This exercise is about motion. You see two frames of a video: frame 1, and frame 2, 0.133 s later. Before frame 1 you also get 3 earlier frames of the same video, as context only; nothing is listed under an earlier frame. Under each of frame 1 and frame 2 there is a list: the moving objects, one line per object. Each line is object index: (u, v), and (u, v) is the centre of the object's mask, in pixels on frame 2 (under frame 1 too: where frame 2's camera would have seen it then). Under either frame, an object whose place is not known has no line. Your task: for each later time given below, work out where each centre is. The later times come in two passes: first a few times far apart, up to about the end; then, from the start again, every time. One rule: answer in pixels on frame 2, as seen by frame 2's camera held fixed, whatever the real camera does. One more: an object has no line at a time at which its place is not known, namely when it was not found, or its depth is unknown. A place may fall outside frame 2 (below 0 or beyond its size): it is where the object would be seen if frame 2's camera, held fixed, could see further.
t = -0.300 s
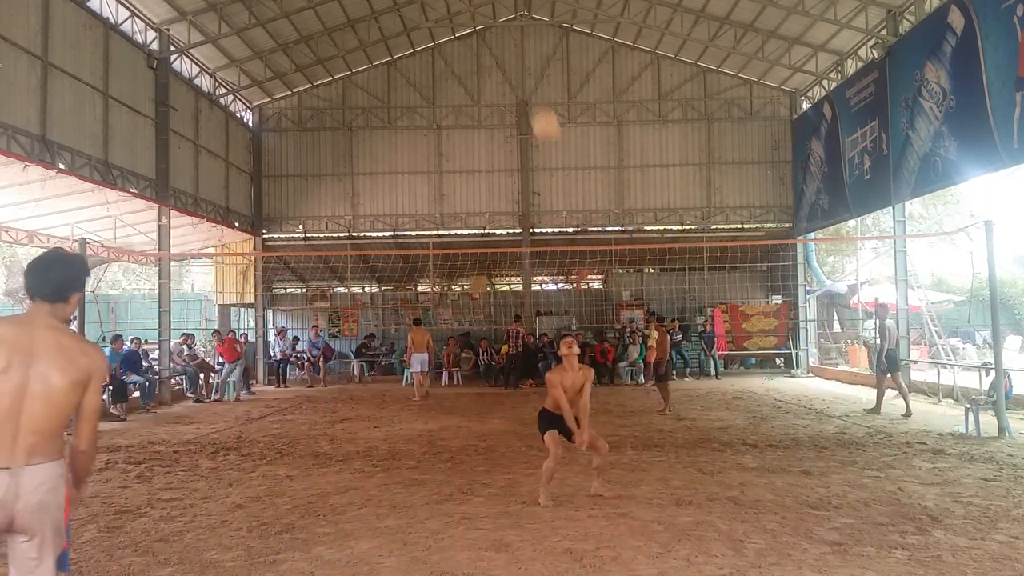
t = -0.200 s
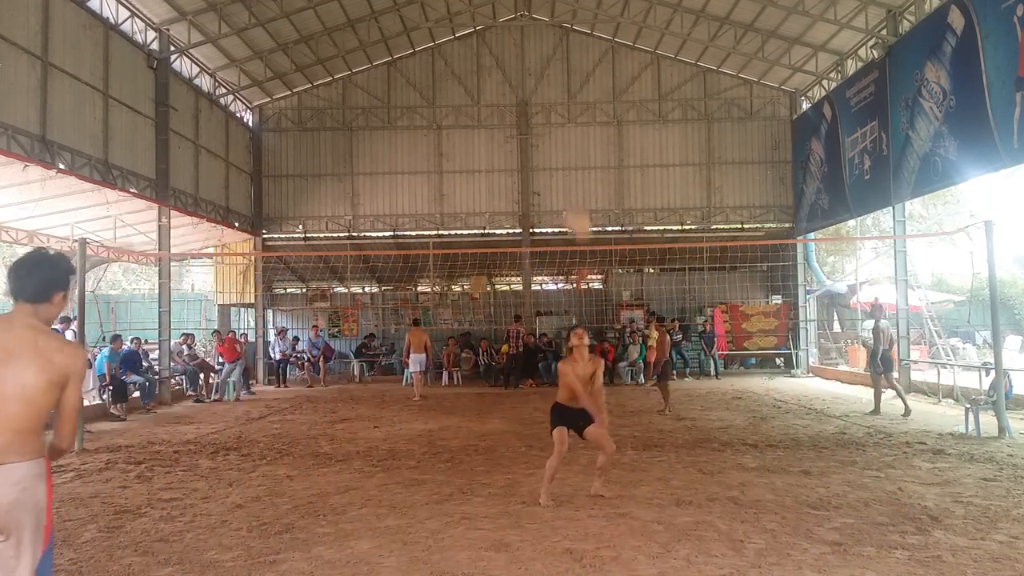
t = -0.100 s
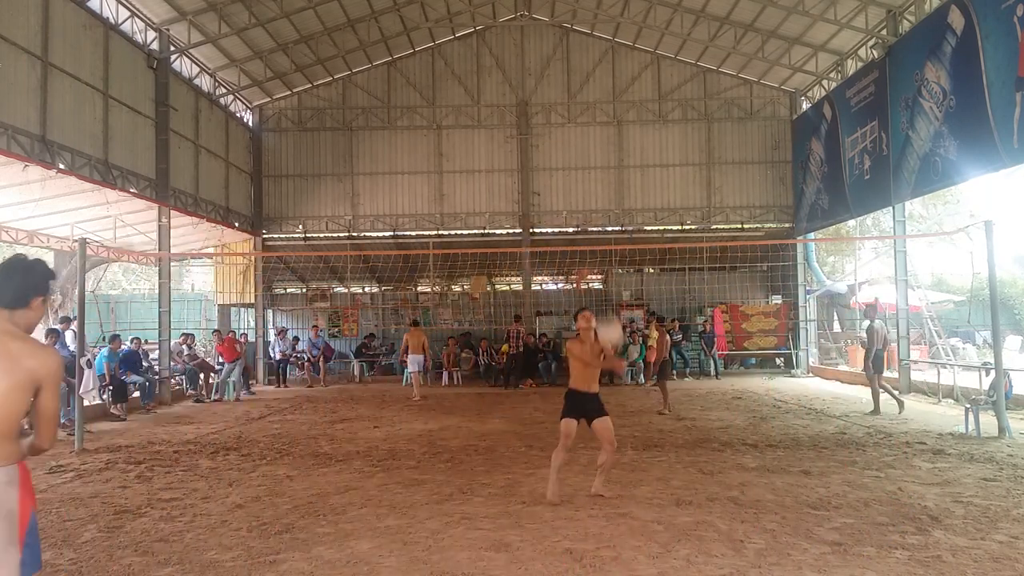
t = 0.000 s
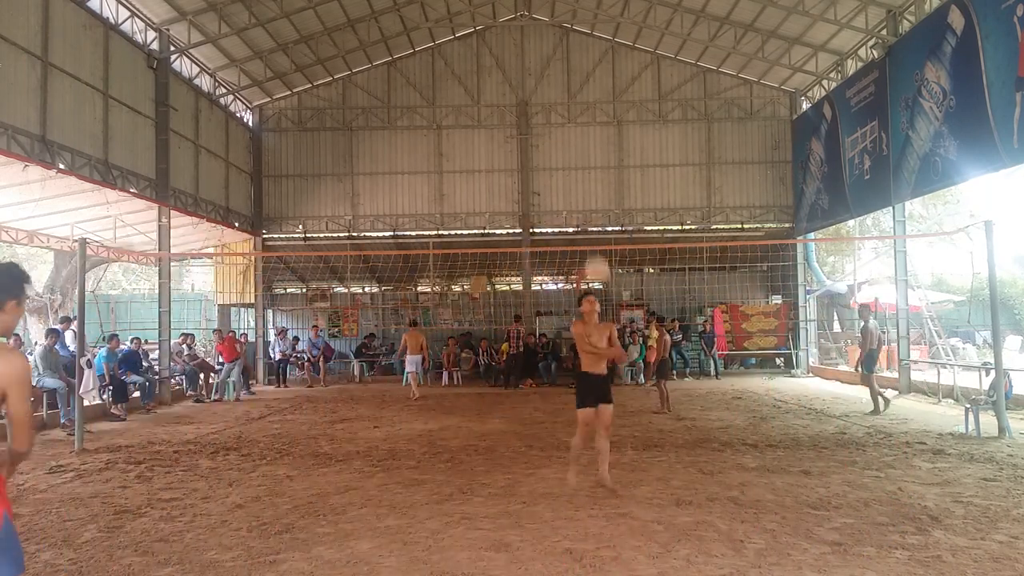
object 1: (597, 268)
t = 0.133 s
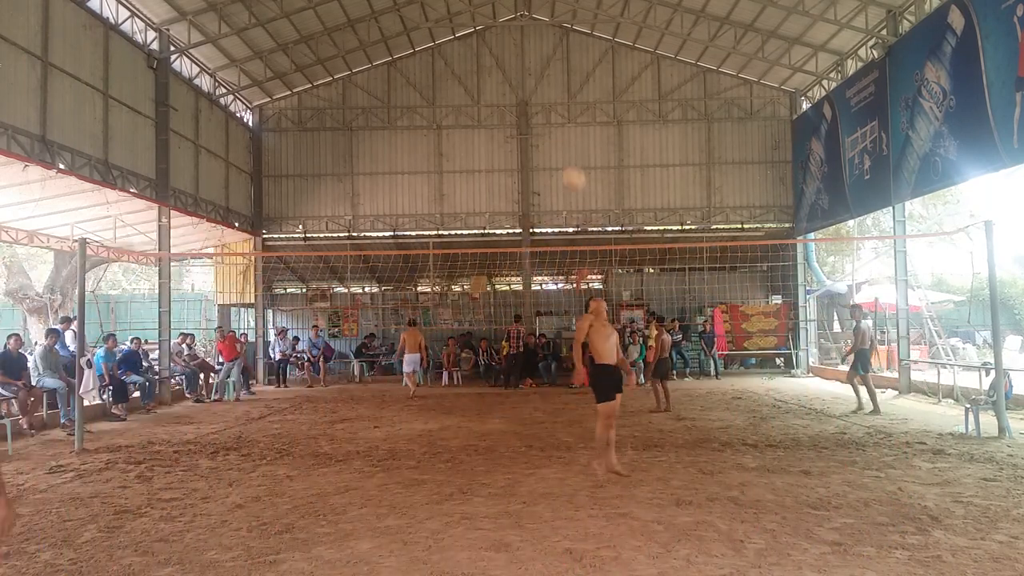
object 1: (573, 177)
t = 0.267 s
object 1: (552, 113)
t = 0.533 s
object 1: (517, 52)
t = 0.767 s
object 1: (493, 54)
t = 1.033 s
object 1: (473, 112)
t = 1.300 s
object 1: (454, 211)
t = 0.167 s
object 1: (568, 158)
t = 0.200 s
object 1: (562, 142)
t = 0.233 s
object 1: (557, 126)
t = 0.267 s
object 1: (552, 113)
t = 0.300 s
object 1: (547, 102)
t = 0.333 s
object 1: (543, 91)
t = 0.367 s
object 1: (537, 81)
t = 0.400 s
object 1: (534, 73)
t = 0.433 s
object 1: (529, 66)
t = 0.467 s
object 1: (526, 60)
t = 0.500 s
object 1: (521, 55)
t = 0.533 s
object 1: (517, 52)
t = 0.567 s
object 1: (513, 48)
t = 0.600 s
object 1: (509, 46)
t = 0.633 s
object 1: (506, 44)
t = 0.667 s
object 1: (503, 45)
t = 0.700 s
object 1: (500, 46)
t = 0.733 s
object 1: (497, 49)
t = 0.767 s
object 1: (493, 54)
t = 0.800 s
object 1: (491, 61)
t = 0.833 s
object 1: (488, 66)
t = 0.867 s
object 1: (485, 72)
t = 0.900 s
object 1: (483, 78)
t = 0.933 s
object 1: (480, 85)
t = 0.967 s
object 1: (478, 93)
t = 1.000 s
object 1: (476, 103)
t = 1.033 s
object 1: (473, 112)
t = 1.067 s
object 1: (471, 122)
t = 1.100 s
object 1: (468, 133)
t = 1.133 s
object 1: (466, 142)
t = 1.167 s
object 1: (464, 157)
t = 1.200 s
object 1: (461, 171)
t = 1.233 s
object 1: (460, 183)
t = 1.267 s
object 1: (456, 196)
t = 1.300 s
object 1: (454, 211)
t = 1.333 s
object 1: (453, 225)
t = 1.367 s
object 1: (453, 241)
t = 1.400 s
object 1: (452, 258)
